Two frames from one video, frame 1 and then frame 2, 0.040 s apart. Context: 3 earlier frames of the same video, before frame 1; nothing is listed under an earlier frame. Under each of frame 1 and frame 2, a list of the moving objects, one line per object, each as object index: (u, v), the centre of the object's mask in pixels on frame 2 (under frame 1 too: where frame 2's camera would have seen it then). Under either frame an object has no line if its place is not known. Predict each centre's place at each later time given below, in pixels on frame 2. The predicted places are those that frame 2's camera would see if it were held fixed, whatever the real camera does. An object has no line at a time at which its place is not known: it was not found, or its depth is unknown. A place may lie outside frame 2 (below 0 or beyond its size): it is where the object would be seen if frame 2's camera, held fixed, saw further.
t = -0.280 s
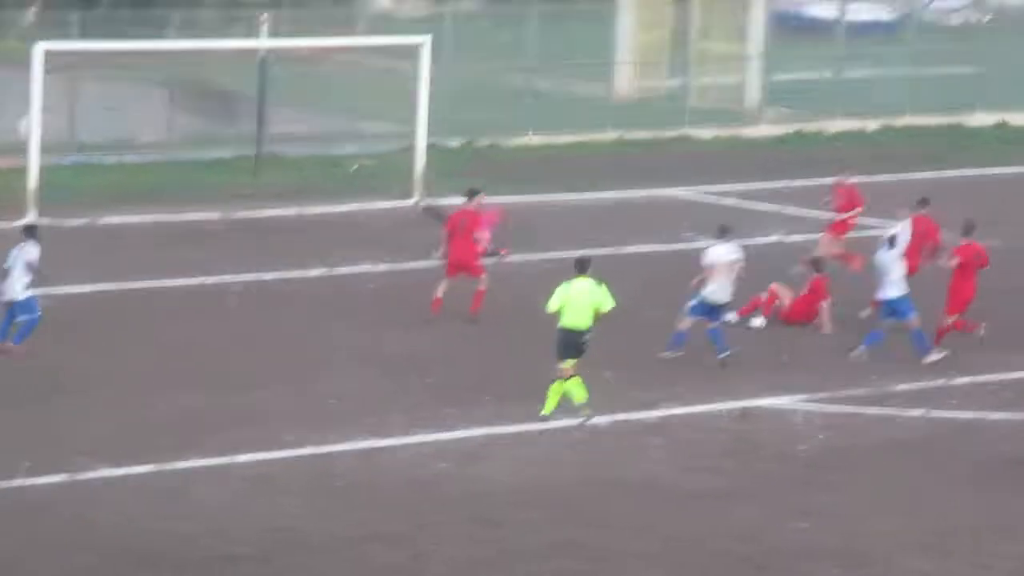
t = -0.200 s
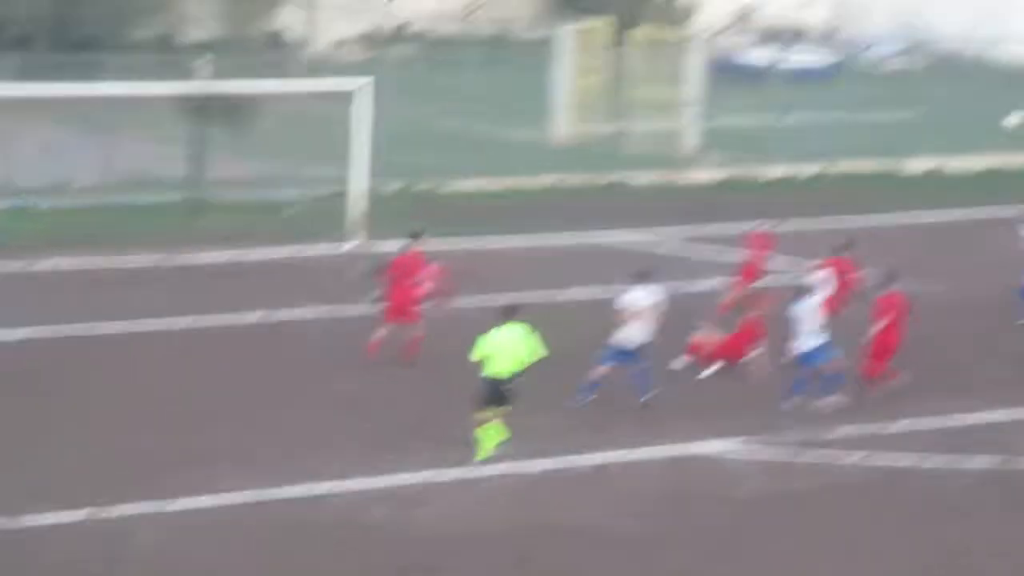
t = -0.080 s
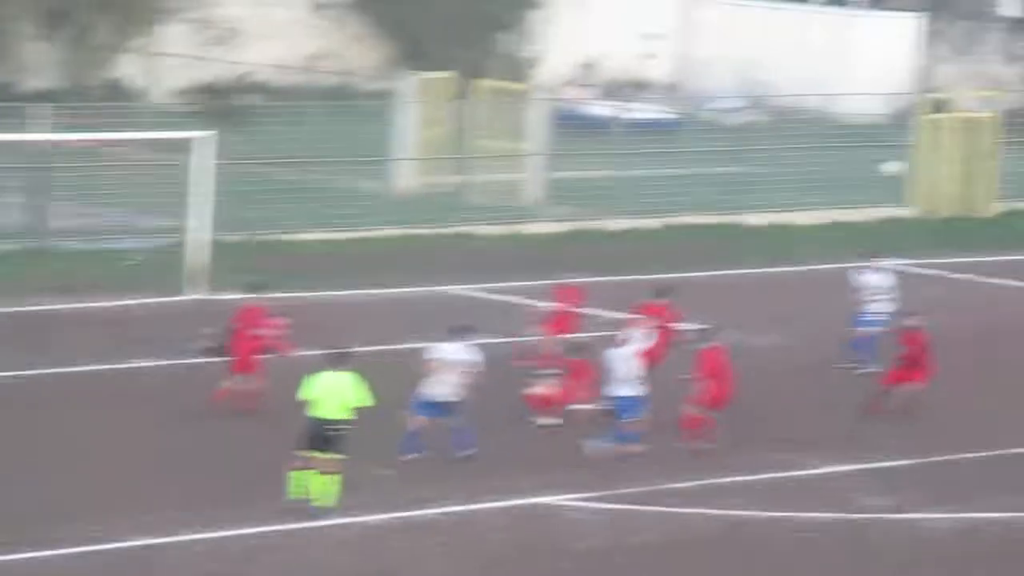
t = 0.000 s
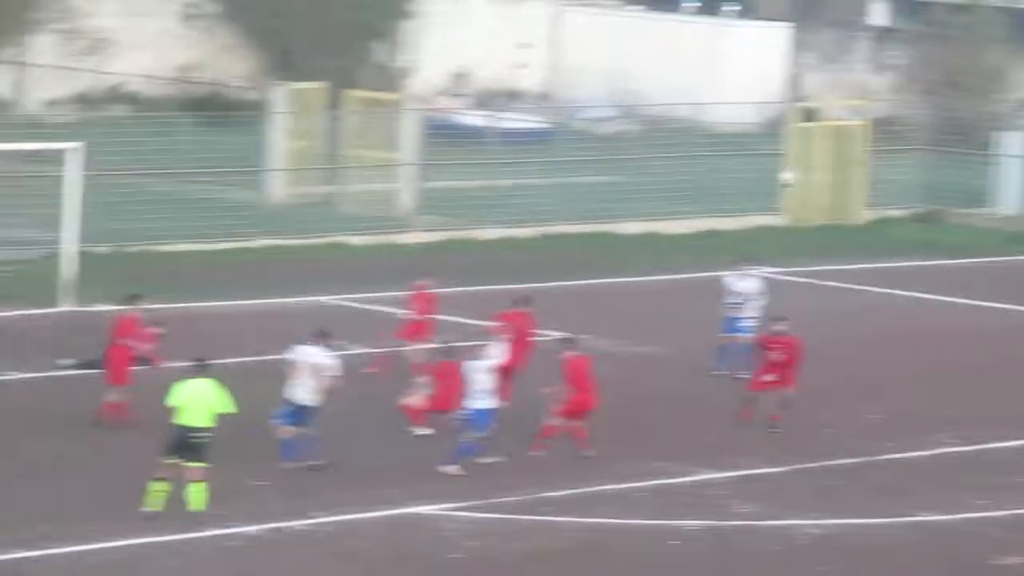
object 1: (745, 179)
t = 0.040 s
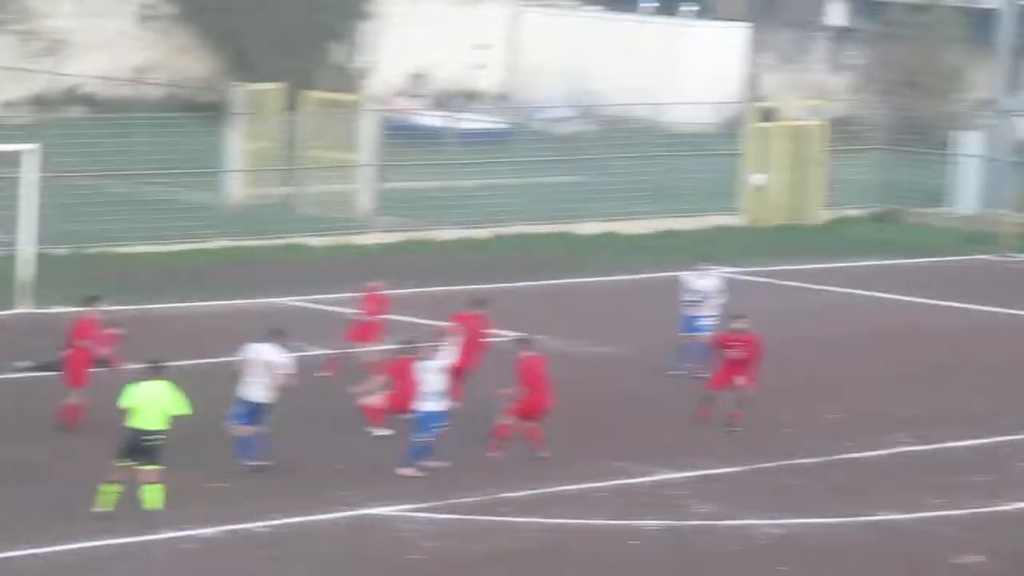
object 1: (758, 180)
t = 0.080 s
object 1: (770, 184)
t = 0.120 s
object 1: (785, 186)
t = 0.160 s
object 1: (796, 190)
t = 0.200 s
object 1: (807, 197)
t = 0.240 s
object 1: (820, 203)
